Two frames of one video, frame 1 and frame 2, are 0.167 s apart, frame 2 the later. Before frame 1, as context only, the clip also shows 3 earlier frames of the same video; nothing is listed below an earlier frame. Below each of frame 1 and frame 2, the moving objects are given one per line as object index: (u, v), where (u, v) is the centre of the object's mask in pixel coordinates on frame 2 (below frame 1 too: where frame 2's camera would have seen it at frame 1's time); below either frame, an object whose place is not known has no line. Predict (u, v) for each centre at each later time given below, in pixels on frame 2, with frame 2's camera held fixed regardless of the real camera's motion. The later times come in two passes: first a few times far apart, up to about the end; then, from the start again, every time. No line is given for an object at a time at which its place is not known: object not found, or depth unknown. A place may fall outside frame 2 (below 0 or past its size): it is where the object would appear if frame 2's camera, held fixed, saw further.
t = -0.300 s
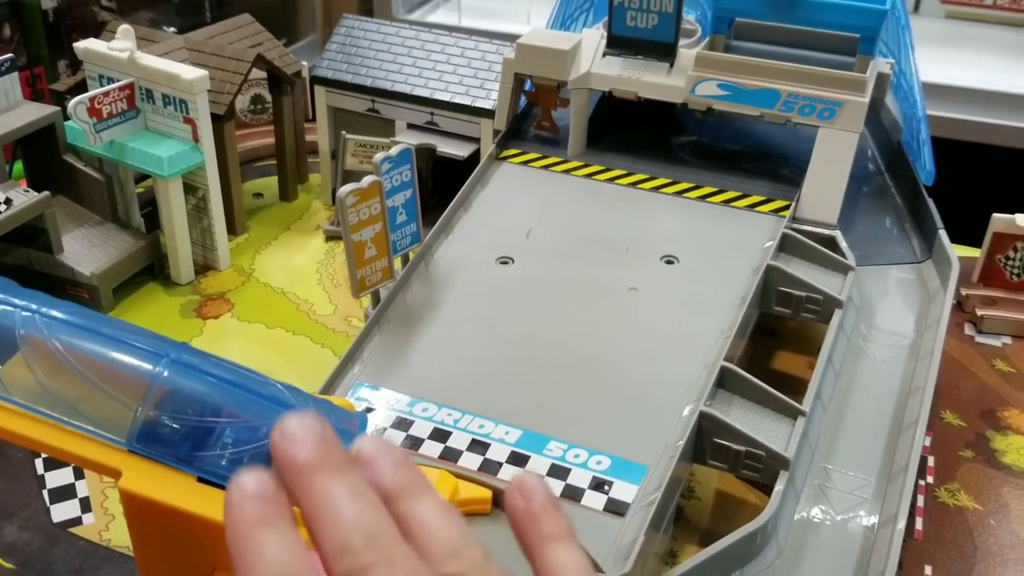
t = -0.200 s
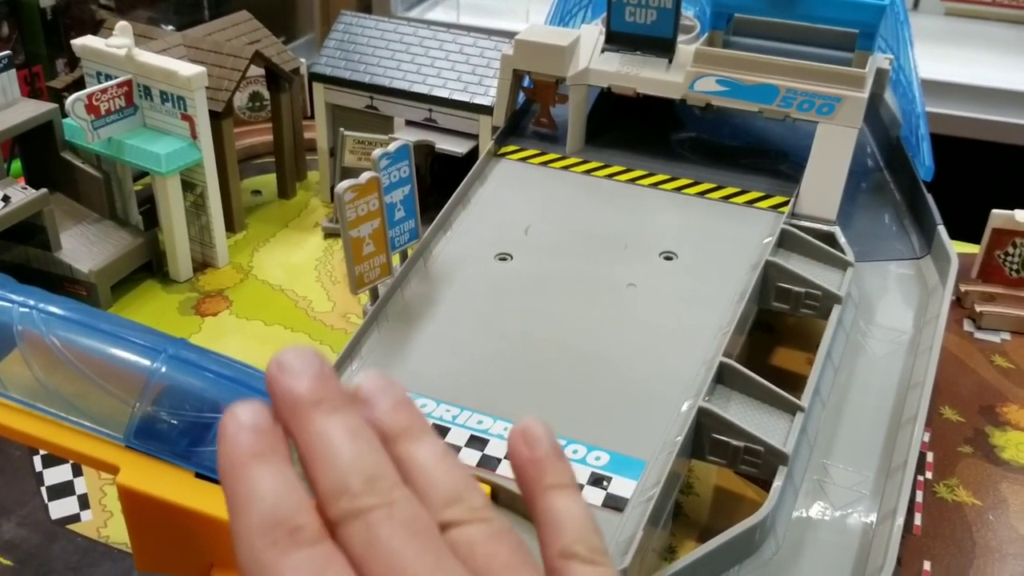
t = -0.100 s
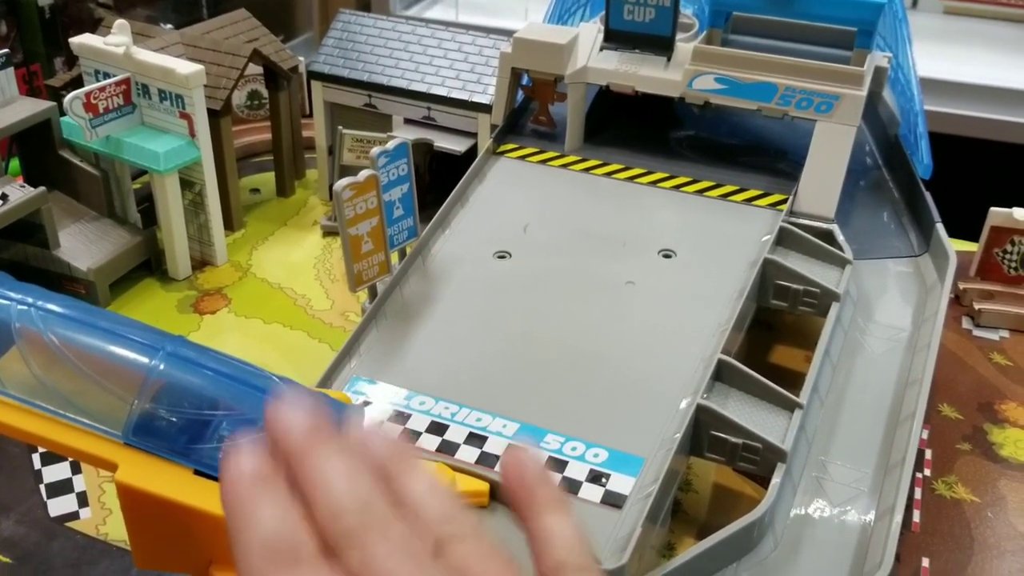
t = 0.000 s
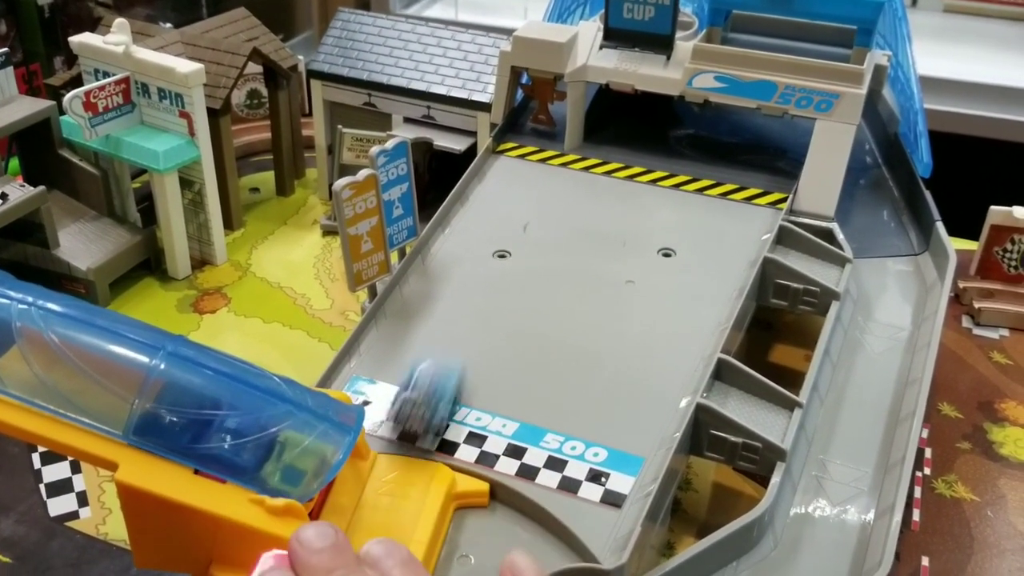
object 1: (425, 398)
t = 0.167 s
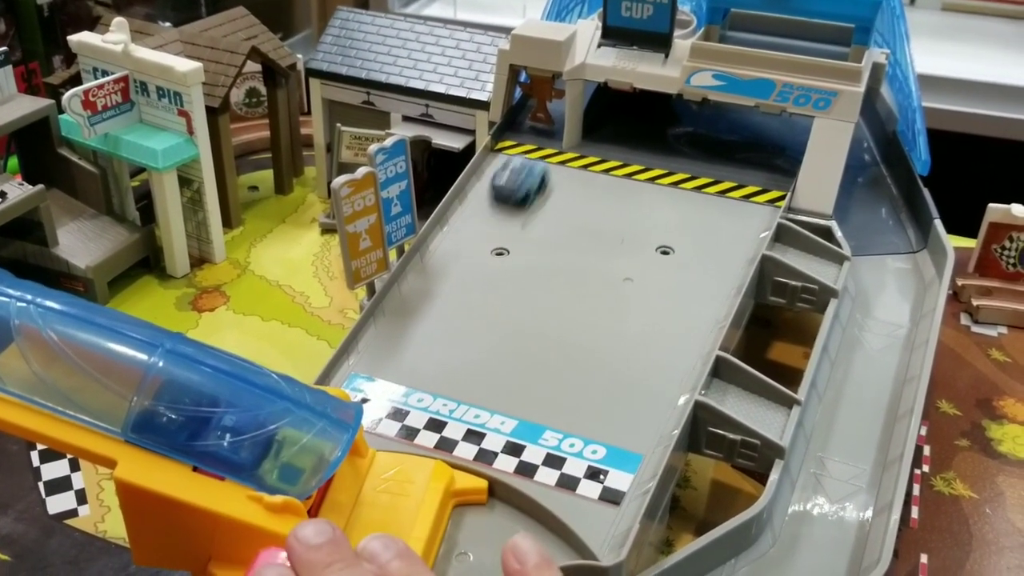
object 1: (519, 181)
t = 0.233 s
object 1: (528, 140)
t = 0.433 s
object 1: (533, 196)
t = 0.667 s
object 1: (524, 292)
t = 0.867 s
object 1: (492, 459)
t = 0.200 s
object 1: (535, 153)
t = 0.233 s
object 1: (528, 140)
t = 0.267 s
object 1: (517, 140)
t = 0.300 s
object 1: (522, 152)
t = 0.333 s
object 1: (524, 163)
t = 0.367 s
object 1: (527, 174)
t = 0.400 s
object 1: (530, 184)
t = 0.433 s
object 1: (533, 196)
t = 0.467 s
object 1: (535, 208)
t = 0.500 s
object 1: (535, 220)
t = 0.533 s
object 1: (535, 233)
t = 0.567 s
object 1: (534, 244)
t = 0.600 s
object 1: (532, 258)
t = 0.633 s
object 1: (528, 274)
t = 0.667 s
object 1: (524, 292)
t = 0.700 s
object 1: (520, 310)
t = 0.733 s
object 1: (516, 333)
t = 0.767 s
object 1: (512, 359)
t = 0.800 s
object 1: (507, 385)
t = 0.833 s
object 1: (501, 418)
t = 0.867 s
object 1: (492, 459)
